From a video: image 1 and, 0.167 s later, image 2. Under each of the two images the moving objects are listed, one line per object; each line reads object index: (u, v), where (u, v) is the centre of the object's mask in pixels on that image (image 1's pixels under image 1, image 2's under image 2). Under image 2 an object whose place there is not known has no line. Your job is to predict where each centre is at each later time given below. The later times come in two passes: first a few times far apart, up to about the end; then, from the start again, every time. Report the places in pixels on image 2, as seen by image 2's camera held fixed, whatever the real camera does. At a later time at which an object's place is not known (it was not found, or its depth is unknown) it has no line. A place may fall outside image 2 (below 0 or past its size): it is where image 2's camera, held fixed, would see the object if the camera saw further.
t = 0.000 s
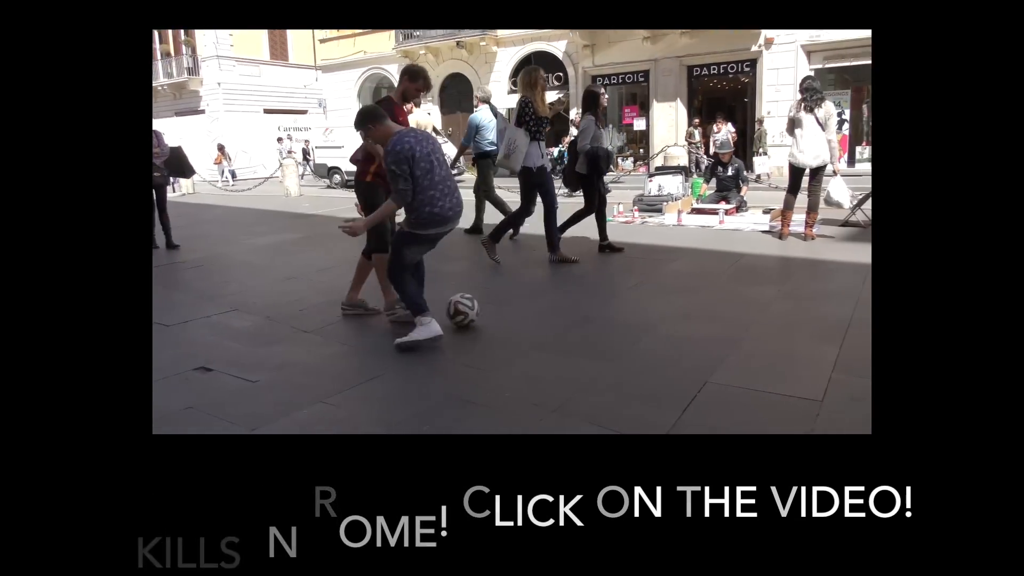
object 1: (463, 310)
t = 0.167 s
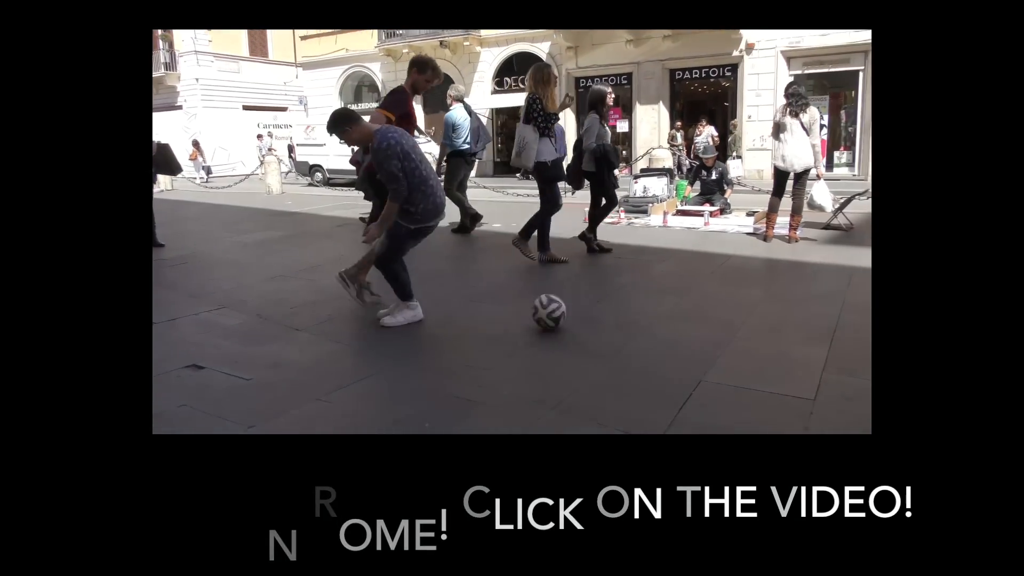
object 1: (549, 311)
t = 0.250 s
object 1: (595, 312)
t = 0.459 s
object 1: (697, 314)
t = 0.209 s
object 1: (572, 313)
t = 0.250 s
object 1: (595, 312)
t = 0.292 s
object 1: (618, 313)
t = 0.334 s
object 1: (640, 314)
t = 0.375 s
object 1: (660, 314)
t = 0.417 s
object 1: (679, 315)
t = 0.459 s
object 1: (697, 314)
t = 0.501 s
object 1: (716, 316)
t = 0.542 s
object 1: (733, 317)
